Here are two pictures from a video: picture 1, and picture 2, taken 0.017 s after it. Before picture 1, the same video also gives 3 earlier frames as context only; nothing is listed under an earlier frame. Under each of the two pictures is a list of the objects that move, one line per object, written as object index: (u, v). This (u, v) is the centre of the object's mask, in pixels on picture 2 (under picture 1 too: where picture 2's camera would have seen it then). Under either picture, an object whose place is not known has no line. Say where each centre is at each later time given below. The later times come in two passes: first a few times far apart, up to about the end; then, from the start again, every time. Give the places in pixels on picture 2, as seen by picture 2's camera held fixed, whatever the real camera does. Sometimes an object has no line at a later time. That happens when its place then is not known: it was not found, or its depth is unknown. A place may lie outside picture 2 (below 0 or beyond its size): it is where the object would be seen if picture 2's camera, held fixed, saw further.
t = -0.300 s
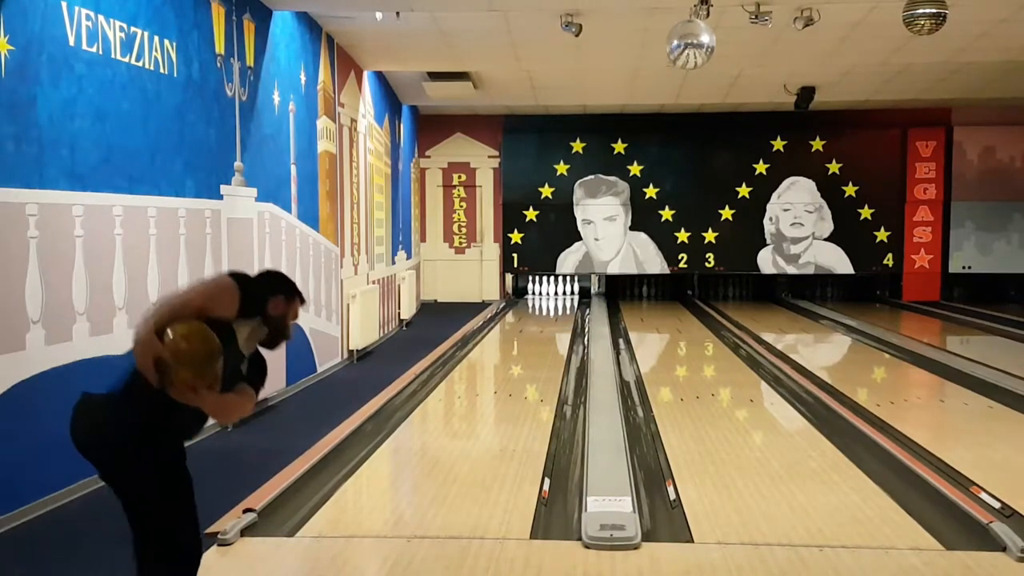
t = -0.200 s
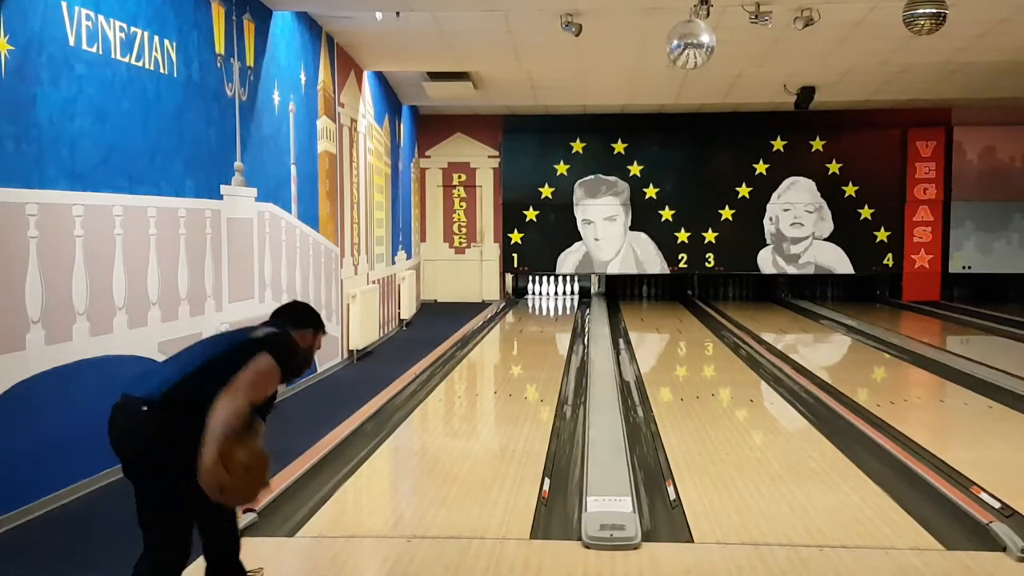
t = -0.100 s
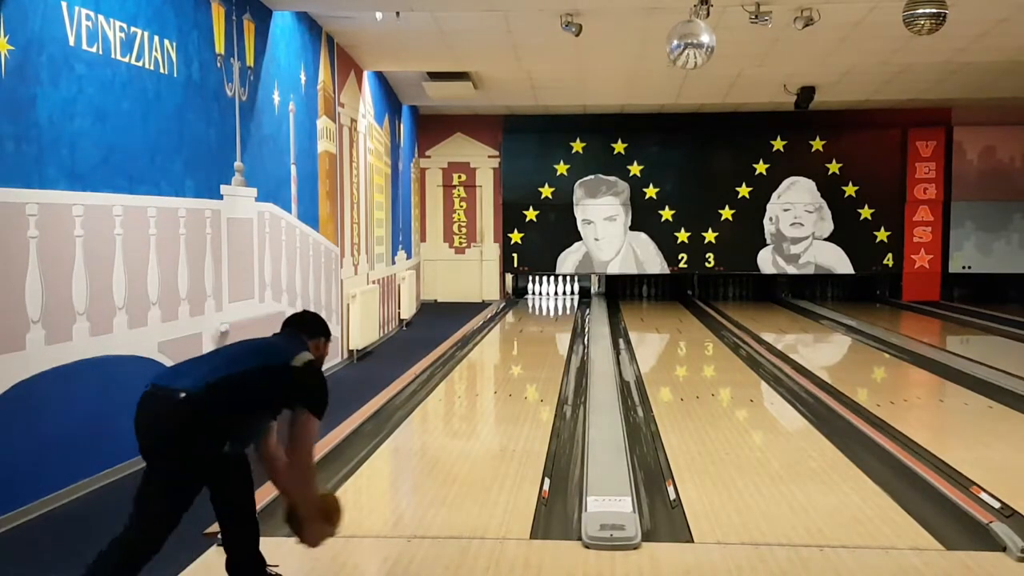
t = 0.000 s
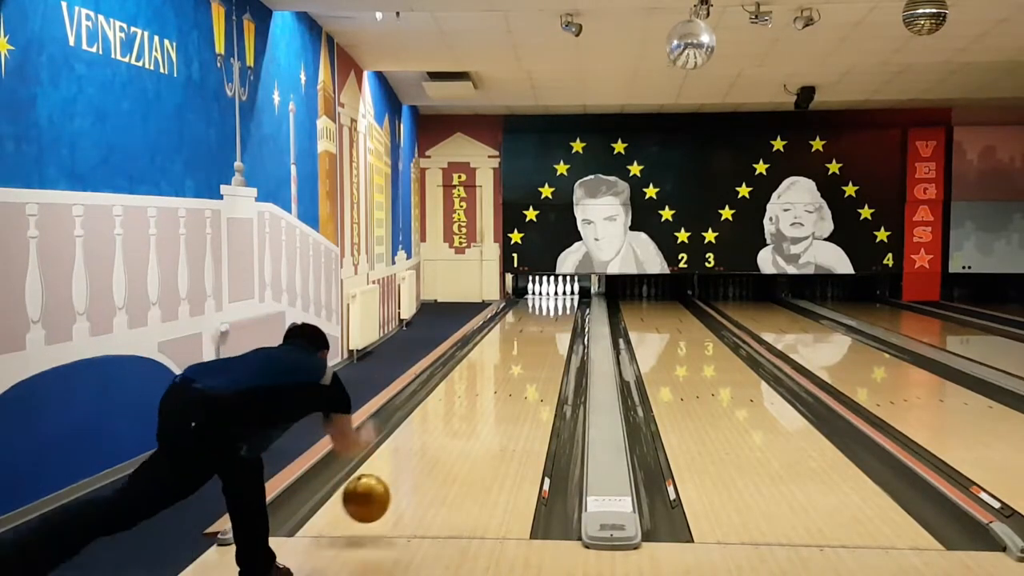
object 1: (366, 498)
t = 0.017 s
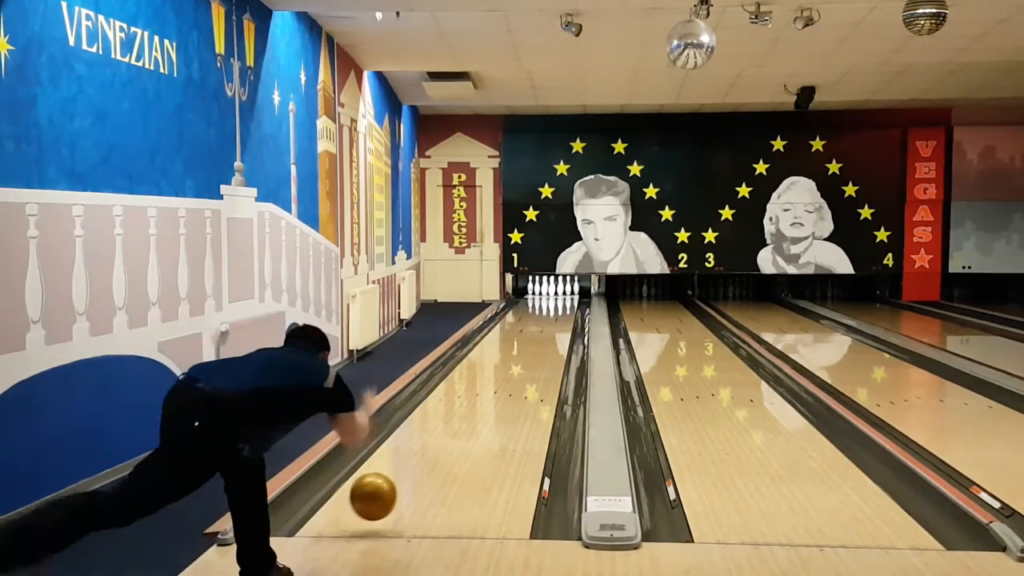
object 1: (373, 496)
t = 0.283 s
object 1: (450, 432)
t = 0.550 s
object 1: (492, 388)
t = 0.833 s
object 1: (520, 359)
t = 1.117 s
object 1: (538, 339)
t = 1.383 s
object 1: (549, 324)
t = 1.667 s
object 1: (557, 313)
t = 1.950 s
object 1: (561, 304)
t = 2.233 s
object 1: (560, 297)
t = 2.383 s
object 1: (558, 294)
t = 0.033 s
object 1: (380, 495)
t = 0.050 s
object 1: (386, 495)
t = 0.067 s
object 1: (392, 491)
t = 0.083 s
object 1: (398, 483)
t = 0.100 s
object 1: (403, 477)
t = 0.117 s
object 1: (408, 471)
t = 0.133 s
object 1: (413, 467)
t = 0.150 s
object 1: (418, 463)
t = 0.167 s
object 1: (422, 460)
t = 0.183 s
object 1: (427, 455)
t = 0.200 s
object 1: (431, 451)
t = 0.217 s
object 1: (435, 447)
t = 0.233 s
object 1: (439, 443)
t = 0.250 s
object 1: (443, 439)
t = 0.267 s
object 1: (447, 436)
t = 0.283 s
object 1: (450, 432)
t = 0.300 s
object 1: (453, 429)
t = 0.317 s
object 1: (457, 425)
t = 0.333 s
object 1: (460, 422)
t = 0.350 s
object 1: (463, 419)
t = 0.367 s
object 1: (466, 416)
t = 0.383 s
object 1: (469, 413)
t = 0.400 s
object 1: (471, 410)
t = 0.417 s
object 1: (474, 408)
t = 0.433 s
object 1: (477, 405)
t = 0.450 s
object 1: (479, 402)
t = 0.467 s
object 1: (481, 399)
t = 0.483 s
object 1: (484, 397)
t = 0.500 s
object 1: (486, 395)
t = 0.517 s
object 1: (488, 393)
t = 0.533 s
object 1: (490, 390)
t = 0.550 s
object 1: (492, 388)
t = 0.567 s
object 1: (494, 386)
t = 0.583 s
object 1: (496, 384)
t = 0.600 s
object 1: (499, 382)
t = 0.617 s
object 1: (500, 381)
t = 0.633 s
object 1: (502, 378)
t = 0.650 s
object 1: (504, 377)
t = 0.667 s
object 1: (505, 375)
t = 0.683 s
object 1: (507, 373)
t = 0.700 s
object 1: (508, 371)
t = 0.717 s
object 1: (510, 370)
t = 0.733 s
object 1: (511, 368)
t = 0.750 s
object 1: (513, 367)
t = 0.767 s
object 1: (515, 364)
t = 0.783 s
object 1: (516, 363)
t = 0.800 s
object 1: (518, 362)
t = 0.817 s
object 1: (519, 361)
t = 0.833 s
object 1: (520, 359)
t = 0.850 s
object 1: (521, 358)
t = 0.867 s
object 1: (522, 356)
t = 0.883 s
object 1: (523, 355)
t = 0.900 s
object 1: (525, 354)
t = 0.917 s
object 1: (526, 353)
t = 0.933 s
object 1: (527, 351)
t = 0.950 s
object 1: (528, 350)
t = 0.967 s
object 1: (529, 349)
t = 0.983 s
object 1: (531, 348)
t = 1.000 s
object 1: (531, 347)
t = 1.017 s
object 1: (533, 345)
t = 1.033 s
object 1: (534, 344)
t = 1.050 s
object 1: (534, 343)
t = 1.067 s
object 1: (535, 342)
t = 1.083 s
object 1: (536, 341)
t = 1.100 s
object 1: (537, 339)
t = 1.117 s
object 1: (538, 339)
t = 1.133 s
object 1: (539, 338)
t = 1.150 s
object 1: (540, 337)
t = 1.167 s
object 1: (540, 336)
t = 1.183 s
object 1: (541, 335)
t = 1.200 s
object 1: (542, 334)
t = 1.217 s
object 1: (543, 333)
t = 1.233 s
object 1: (543, 332)
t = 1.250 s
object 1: (544, 331)
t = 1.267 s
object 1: (545, 331)
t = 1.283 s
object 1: (546, 330)
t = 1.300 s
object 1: (546, 329)
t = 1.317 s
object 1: (547, 328)
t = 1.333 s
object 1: (548, 327)
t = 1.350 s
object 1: (548, 326)
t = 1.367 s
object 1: (549, 325)
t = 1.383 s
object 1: (549, 324)
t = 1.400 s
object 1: (550, 324)
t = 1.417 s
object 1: (551, 323)
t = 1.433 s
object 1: (552, 322)
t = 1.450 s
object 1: (552, 321)
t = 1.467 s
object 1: (552, 321)
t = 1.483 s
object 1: (553, 320)
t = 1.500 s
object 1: (553, 320)
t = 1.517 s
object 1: (554, 318)
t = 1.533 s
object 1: (554, 318)
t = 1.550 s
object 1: (555, 317)
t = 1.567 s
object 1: (555, 316)
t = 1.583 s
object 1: (555, 316)
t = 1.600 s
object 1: (556, 315)
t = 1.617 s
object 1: (556, 314)
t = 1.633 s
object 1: (556, 314)
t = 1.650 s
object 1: (557, 313)
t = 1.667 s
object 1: (557, 313)
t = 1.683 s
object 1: (557, 312)
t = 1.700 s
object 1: (558, 311)
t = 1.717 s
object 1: (558, 311)
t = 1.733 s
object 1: (558, 310)
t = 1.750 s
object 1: (559, 310)
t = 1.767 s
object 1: (559, 309)
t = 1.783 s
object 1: (560, 309)
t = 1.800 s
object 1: (559, 309)
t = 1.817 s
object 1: (560, 308)
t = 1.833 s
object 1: (560, 307)
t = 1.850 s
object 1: (560, 307)
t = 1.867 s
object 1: (560, 307)
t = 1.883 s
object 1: (560, 307)
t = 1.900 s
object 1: (560, 306)
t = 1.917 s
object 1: (560, 305)
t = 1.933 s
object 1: (560, 305)
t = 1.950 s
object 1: (561, 304)
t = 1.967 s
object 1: (561, 304)
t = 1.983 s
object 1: (561, 303)
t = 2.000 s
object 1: (561, 303)
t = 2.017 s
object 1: (561, 302)
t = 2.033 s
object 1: (561, 302)
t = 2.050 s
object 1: (561, 301)
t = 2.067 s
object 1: (561, 301)
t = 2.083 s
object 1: (561, 301)
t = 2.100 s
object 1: (561, 300)
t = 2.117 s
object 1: (561, 300)
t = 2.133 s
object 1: (561, 299)
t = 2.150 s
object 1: (560, 299)
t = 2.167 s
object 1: (560, 298)
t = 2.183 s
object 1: (560, 298)
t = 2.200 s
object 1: (560, 298)
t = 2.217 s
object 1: (560, 297)
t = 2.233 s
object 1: (560, 297)
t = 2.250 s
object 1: (560, 296)
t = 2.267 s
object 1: (560, 296)
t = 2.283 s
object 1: (560, 296)
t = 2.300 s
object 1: (559, 295)
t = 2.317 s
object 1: (559, 295)
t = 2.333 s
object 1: (559, 295)
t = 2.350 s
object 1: (559, 294)
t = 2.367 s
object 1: (559, 294)
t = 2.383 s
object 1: (558, 294)
